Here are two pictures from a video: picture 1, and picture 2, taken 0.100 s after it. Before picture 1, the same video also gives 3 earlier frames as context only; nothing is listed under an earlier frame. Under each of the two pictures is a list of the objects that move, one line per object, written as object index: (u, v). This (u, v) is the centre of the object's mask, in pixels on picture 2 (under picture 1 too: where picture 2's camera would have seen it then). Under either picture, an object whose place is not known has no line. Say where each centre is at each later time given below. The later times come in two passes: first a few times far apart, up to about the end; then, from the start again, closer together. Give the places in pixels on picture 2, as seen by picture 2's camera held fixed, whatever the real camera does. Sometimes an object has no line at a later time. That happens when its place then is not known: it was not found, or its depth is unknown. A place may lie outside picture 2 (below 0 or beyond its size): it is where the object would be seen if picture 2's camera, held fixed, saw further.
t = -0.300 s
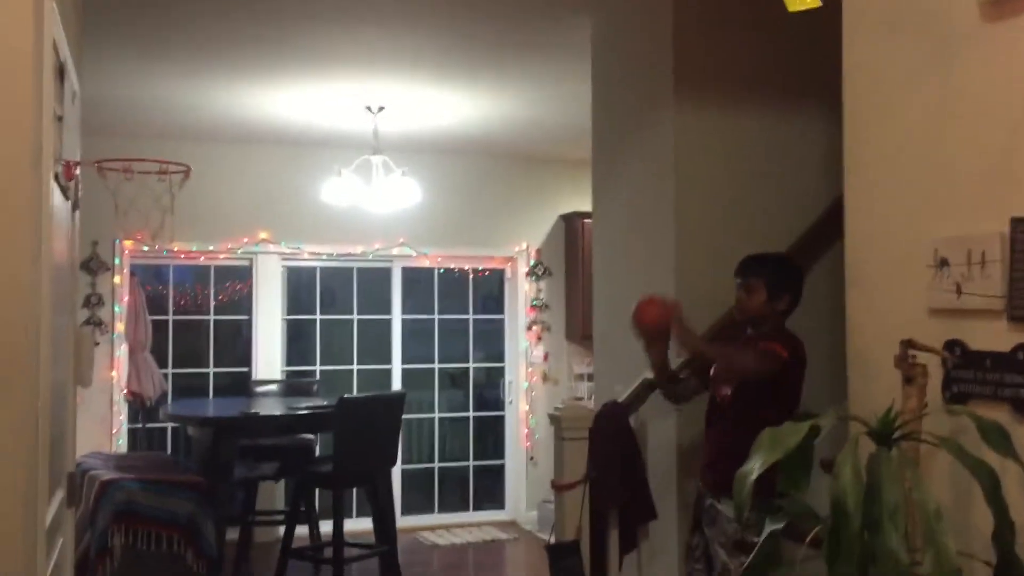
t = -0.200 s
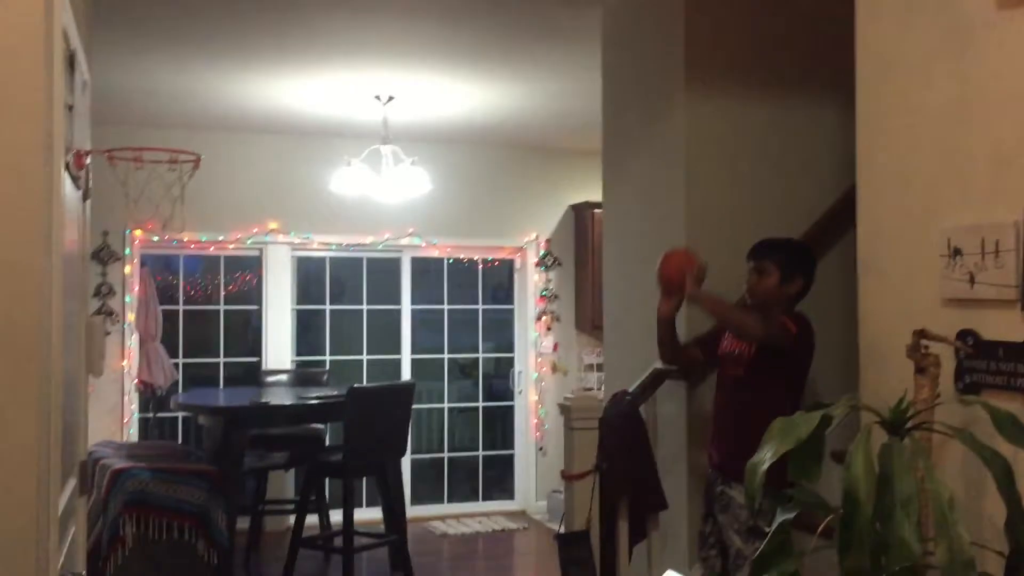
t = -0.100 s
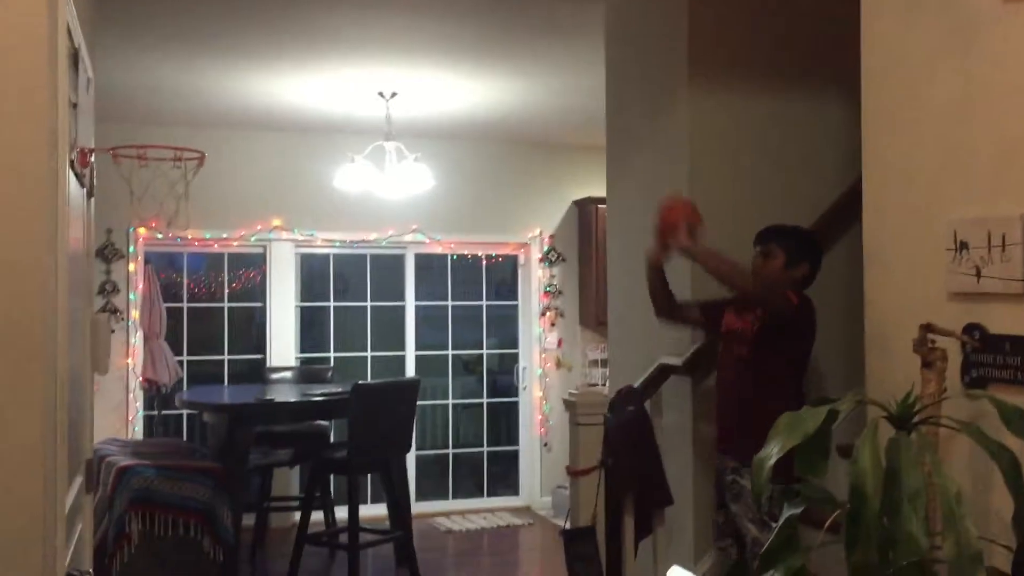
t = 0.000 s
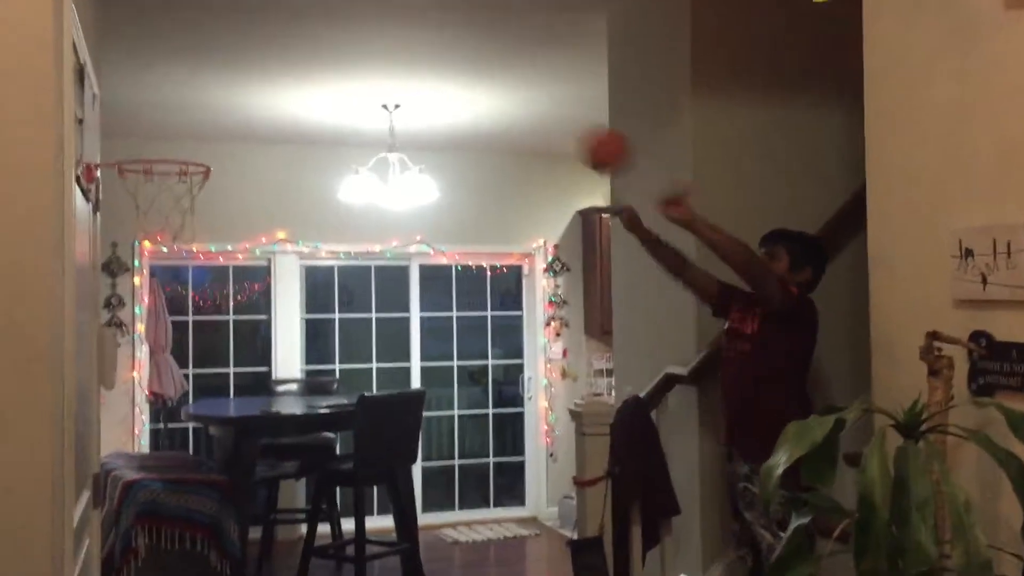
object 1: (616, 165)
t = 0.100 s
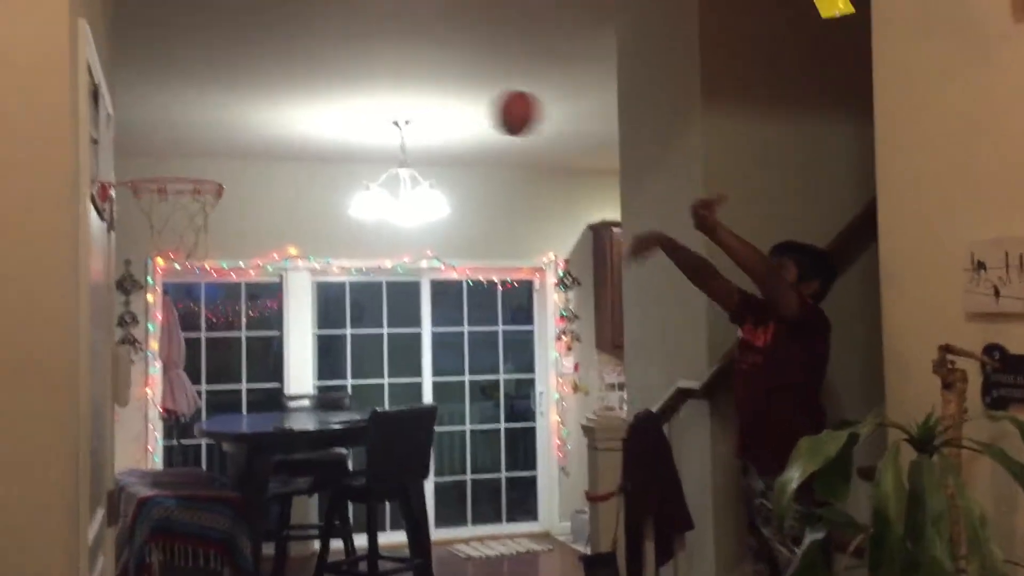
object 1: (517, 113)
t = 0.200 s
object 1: (412, 93)
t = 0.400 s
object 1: (177, 166)
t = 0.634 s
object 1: (217, 279)
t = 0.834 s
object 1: (243, 514)
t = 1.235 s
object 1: (275, 575)
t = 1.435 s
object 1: (292, 426)
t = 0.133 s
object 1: (482, 102)
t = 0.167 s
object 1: (447, 95)
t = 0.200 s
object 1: (412, 93)
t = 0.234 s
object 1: (375, 95)
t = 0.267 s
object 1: (337, 100)
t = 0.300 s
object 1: (298, 111)
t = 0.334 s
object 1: (258, 127)
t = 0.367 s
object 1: (220, 144)
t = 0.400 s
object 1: (177, 166)
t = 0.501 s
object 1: (198, 202)
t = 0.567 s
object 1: (207, 231)
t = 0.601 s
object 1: (211, 251)
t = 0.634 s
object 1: (217, 279)
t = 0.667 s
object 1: (221, 307)
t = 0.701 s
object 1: (223, 337)
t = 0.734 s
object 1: (229, 374)
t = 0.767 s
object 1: (232, 415)
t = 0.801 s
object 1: (240, 465)
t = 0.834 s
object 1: (243, 514)
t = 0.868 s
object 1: (245, 558)
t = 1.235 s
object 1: (275, 575)
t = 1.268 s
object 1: (278, 545)
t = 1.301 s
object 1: (281, 510)
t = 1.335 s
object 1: (284, 482)
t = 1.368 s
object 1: (286, 459)
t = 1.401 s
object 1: (288, 441)
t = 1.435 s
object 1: (292, 426)
